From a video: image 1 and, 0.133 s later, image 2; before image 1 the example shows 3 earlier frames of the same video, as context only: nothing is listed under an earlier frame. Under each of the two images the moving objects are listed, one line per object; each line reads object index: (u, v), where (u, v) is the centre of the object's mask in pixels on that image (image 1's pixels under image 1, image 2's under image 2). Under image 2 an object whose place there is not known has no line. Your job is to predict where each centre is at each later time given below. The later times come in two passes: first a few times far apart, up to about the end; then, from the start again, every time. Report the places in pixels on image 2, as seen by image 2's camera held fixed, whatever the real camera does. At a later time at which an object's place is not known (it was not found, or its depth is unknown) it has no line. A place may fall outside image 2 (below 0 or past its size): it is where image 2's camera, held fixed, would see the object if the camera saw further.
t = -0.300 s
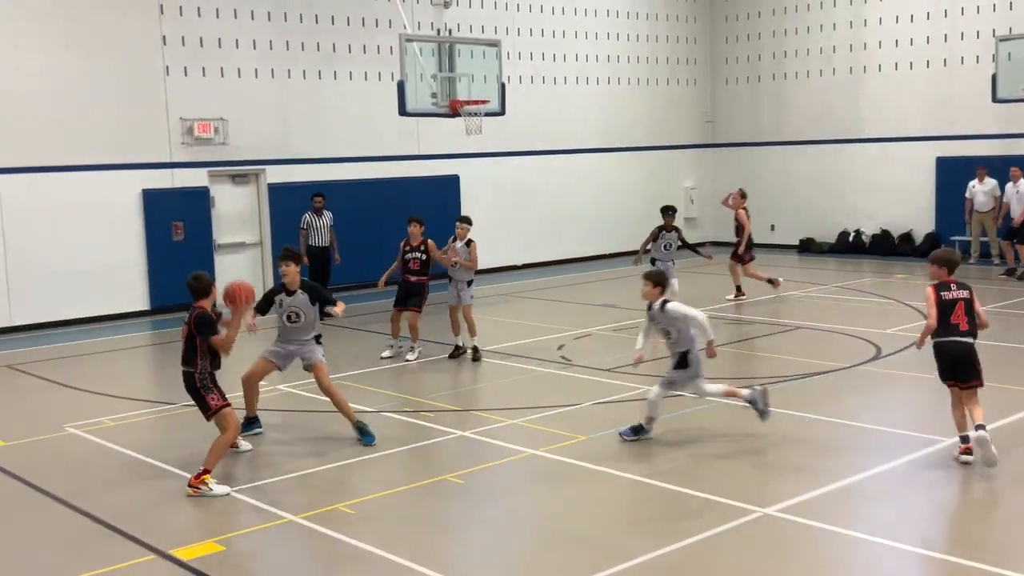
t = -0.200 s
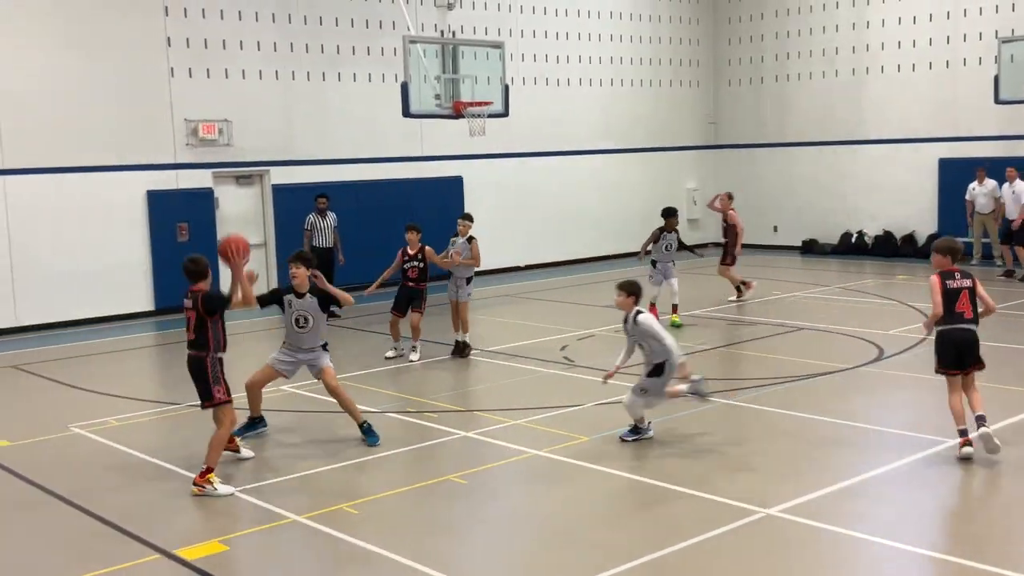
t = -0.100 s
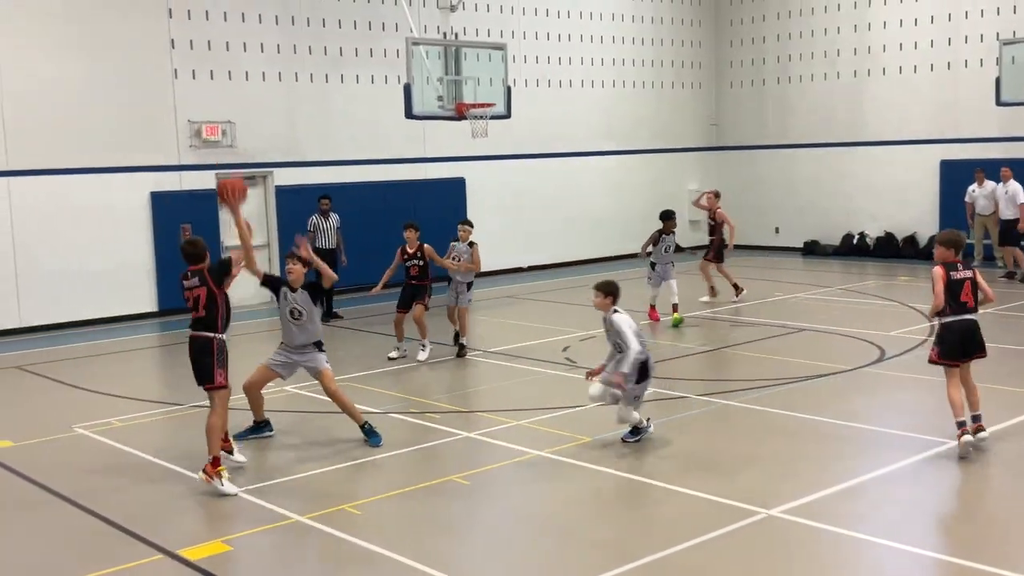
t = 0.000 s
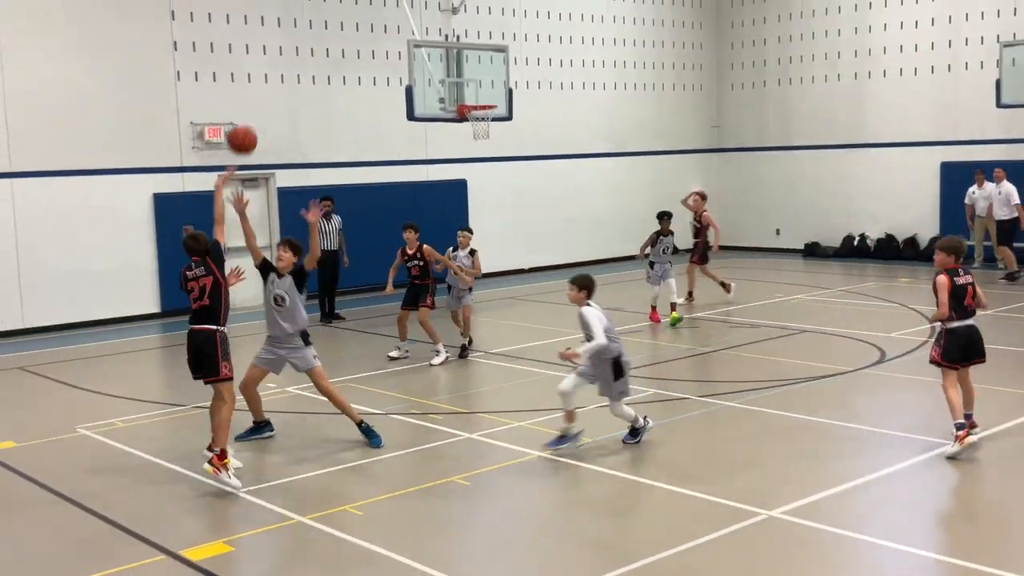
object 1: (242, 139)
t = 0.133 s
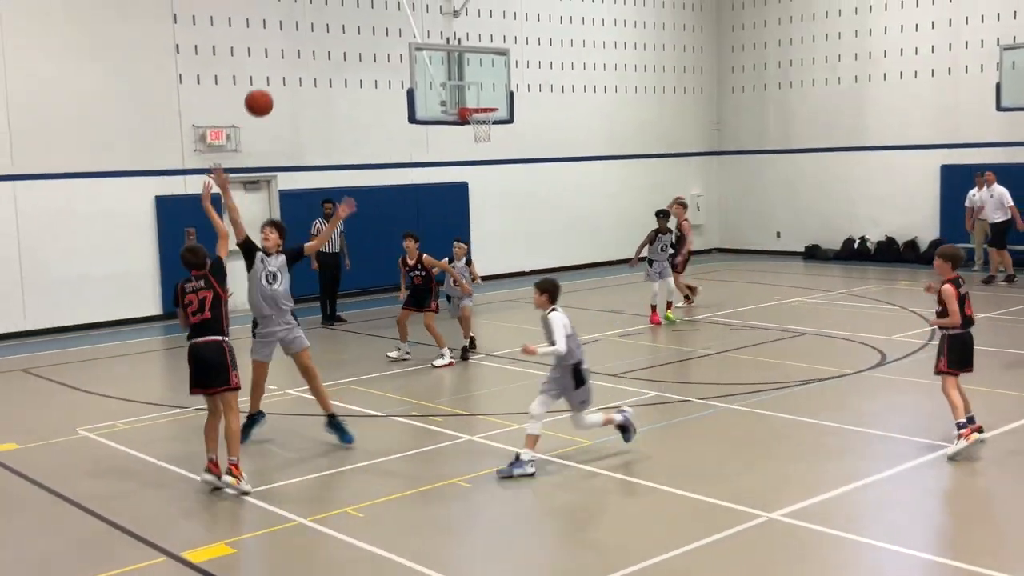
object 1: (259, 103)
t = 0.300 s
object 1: (276, 87)
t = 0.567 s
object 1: (302, 122)
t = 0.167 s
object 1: (262, 97)
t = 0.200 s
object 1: (266, 92)
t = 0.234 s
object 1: (269, 89)
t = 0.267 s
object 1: (273, 88)
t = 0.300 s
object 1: (276, 87)
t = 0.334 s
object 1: (280, 88)
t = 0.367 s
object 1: (283, 90)
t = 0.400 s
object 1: (287, 93)
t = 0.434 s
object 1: (290, 97)
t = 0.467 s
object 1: (293, 102)
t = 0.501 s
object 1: (296, 107)
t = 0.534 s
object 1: (299, 114)
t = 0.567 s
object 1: (302, 122)
